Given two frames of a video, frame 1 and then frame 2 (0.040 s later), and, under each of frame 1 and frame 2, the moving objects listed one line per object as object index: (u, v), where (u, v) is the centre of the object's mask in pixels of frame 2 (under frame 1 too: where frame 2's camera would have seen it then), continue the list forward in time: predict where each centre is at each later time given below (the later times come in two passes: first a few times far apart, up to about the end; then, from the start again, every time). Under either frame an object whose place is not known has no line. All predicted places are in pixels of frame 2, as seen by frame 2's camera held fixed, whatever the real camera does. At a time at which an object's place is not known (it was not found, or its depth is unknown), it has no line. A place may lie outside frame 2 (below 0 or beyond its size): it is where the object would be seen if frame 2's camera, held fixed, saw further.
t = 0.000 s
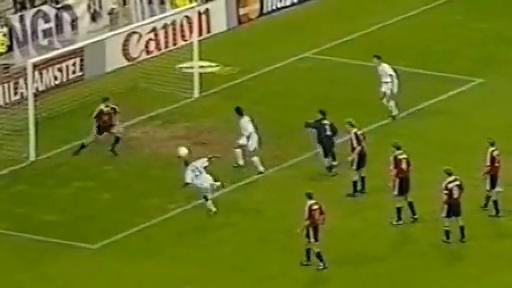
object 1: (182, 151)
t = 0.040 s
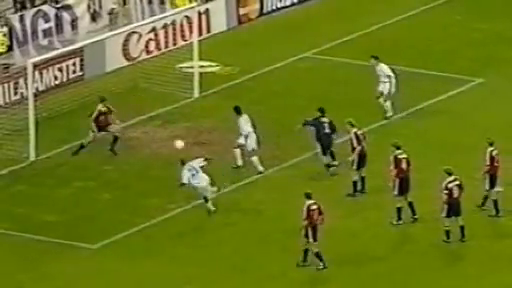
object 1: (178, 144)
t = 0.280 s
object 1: (163, 105)
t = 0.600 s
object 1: (145, 74)
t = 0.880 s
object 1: (119, 80)
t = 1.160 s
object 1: (116, 89)
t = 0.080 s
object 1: (175, 137)
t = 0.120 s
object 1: (172, 132)
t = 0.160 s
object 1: (169, 125)
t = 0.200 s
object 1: (167, 119)
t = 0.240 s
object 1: (164, 112)
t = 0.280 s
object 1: (163, 105)
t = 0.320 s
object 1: (160, 101)
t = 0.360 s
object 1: (159, 96)
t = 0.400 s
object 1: (156, 93)
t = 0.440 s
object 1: (155, 90)
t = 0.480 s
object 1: (153, 85)
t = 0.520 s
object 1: (152, 79)
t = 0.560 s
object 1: (150, 76)
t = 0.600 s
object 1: (145, 74)
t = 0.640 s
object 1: (141, 73)
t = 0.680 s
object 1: (137, 73)
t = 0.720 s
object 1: (133, 74)
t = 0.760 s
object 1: (129, 75)
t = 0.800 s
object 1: (125, 76)
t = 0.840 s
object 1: (122, 78)
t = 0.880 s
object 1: (119, 80)
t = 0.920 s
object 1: (117, 83)
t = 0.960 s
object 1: (115, 87)
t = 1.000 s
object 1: (115, 88)
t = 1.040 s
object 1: (115, 87)
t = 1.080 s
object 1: (115, 88)
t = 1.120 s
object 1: (115, 88)
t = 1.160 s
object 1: (116, 89)
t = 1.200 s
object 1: (116, 91)
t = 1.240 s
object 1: (116, 91)
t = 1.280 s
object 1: (117, 92)
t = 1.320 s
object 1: (117, 93)
